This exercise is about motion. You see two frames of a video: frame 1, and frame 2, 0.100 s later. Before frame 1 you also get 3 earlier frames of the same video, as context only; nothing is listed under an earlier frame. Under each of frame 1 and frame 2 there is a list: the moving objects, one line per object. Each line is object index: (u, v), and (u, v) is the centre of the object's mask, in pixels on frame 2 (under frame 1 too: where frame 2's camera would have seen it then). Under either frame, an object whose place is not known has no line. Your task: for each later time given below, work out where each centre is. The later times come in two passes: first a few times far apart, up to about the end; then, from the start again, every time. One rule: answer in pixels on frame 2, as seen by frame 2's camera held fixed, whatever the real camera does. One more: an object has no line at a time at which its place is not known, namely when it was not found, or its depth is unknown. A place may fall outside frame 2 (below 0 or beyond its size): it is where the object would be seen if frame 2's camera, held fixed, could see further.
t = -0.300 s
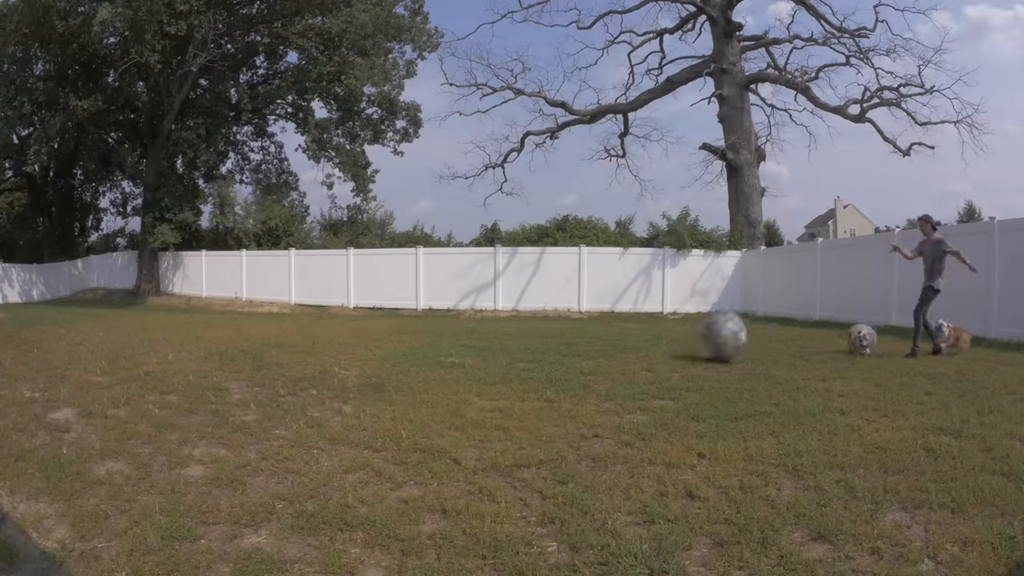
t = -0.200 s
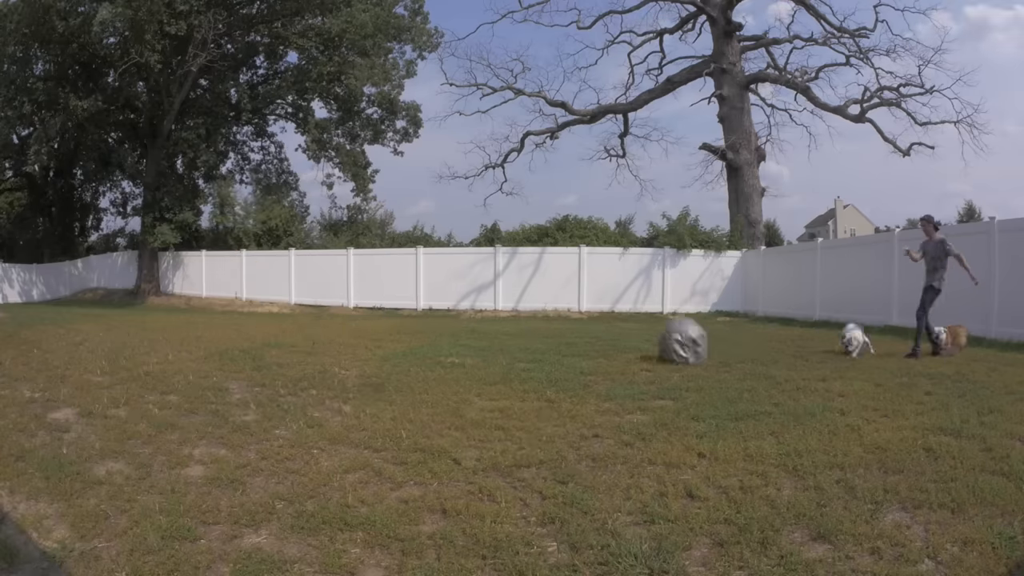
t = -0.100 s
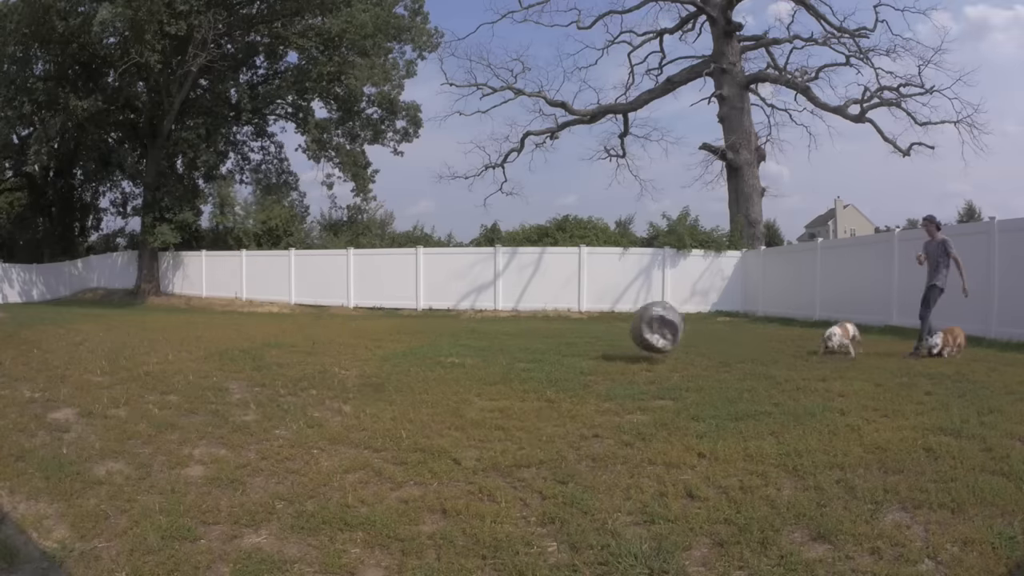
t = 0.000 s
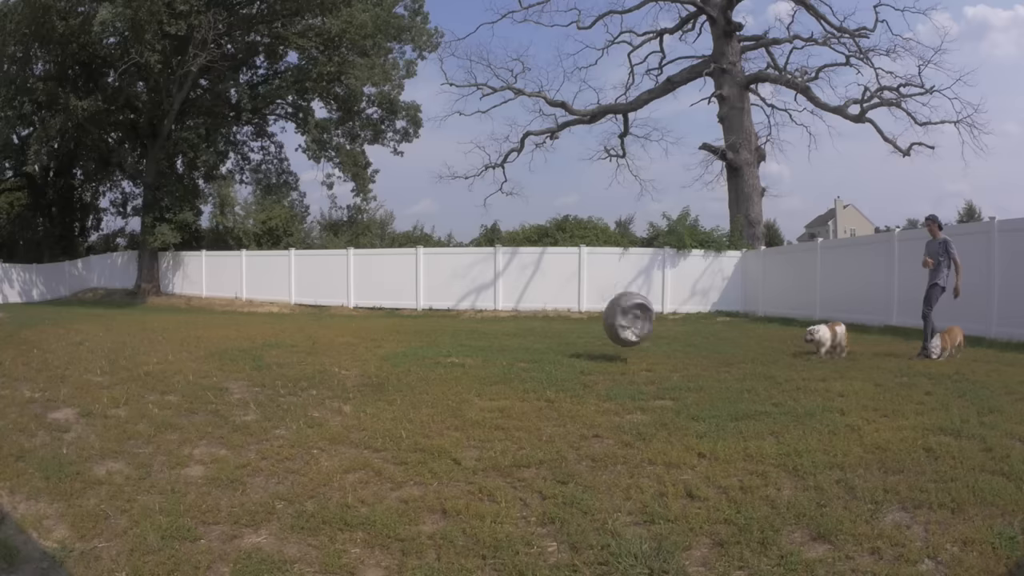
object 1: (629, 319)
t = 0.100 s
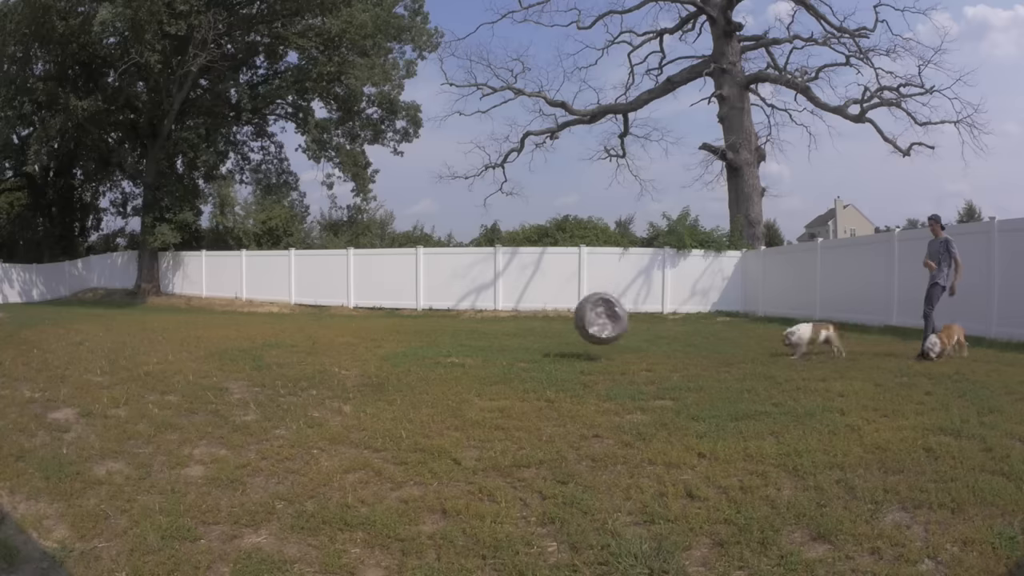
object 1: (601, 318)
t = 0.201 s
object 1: (572, 327)
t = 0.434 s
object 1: (512, 343)
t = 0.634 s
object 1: (470, 337)
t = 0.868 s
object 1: (433, 339)
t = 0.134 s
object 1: (591, 320)
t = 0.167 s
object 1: (581, 323)
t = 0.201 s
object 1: (572, 327)
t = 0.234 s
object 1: (563, 332)
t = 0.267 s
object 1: (553, 338)
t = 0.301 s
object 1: (543, 342)
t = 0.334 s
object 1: (534, 344)
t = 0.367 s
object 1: (527, 345)
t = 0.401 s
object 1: (520, 344)
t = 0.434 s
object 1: (512, 343)
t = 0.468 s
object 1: (505, 341)
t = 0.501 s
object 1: (497, 338)
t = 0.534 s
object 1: (491, 339)
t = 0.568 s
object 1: (485, 338)
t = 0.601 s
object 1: (477, 337)
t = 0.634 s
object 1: (470, 337)
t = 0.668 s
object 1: (463, 338)
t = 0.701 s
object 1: (458, 340)
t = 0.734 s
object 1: (452, 341)
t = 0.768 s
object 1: (447, 341)
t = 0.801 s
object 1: (442, 340)
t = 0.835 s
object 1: (437, 340)
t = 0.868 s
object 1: (433, 339)
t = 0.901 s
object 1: (429, 339)
